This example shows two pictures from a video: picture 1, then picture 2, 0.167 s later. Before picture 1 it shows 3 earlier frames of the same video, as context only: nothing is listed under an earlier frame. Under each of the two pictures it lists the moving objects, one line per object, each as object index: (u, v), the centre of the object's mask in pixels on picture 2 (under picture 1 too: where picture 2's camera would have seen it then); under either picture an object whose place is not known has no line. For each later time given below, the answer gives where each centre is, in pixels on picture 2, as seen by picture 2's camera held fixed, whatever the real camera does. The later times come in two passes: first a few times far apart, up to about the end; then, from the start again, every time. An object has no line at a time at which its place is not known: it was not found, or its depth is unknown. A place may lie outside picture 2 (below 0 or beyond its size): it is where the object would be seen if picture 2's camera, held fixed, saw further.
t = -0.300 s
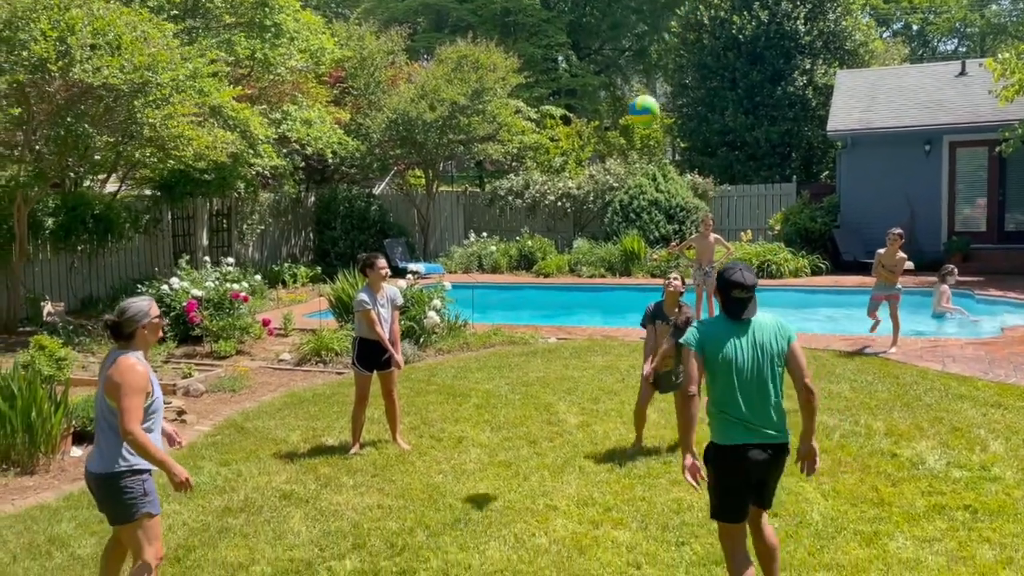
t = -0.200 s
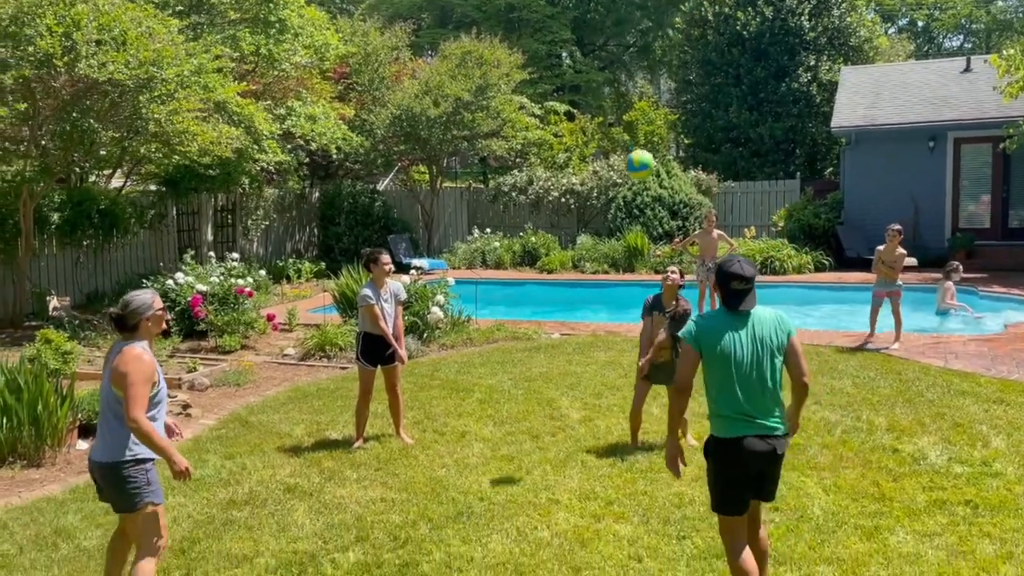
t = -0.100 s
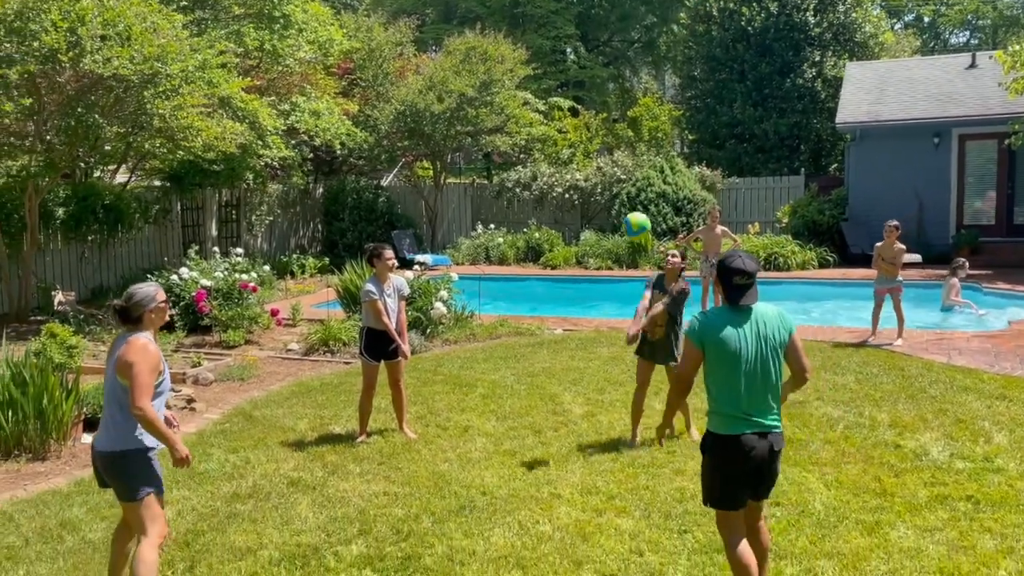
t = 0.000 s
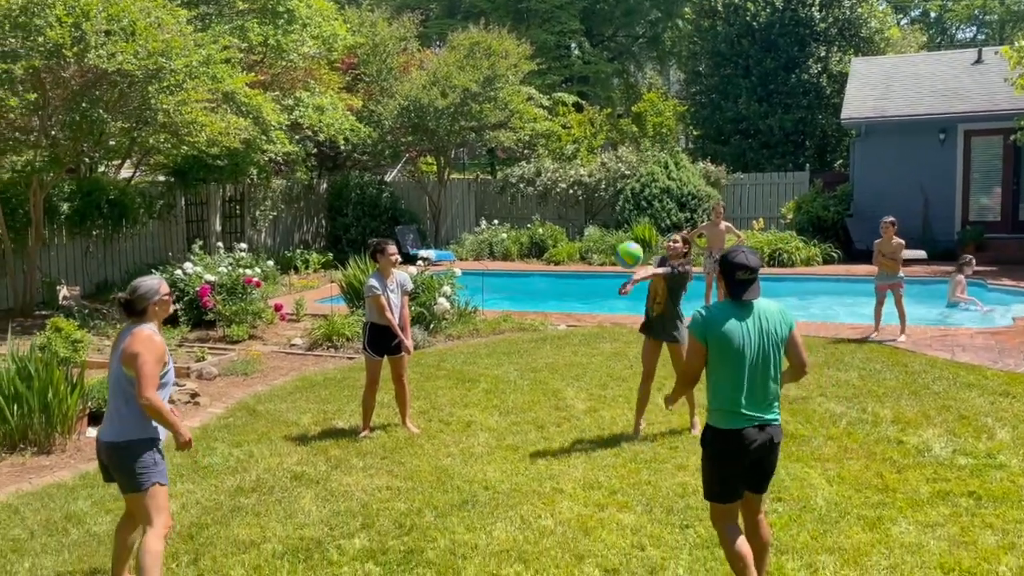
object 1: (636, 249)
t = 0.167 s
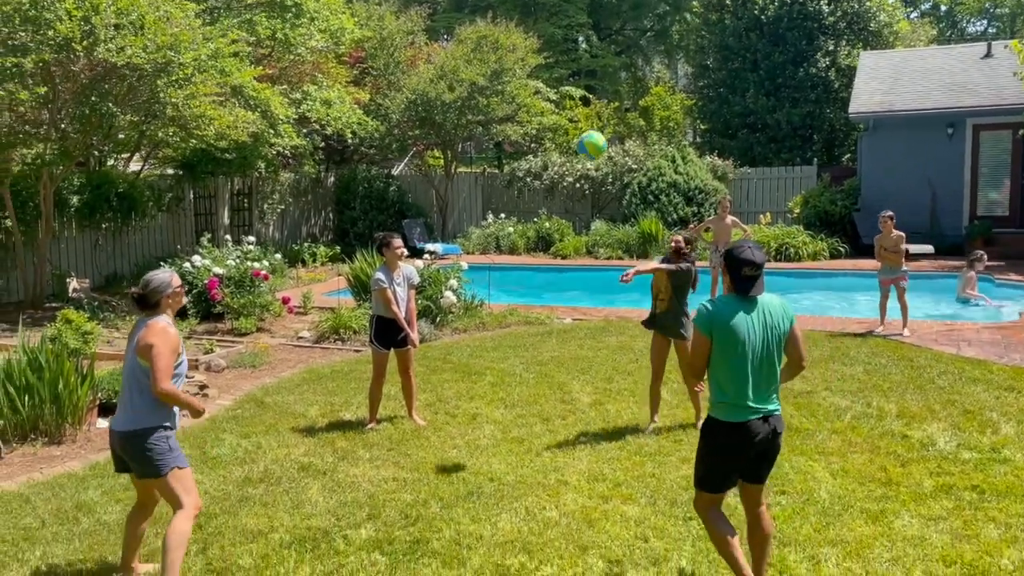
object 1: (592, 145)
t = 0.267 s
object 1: (562, 97)
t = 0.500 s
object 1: (489, 30)
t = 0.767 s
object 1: (395, 57)
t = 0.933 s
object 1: (332, 146)
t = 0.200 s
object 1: (583, 128)
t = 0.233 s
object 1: (573, 111)
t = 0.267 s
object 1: (562, 97)
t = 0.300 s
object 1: (553, 83)
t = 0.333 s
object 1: (543, 69)
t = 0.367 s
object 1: (532, 59)
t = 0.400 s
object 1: (522, 47)
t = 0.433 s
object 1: (510, 39)
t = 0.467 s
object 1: (501, 34)
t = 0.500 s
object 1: (489, 30)
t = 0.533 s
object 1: (479, 26)
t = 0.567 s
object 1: (467, 26)
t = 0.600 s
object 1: (455, 27)
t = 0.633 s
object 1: (444, 28)
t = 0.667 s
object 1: (432, 31)
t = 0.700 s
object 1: (421, 37)
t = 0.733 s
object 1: (408, 46)
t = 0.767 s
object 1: (395, 57)
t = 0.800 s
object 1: (383, 70)
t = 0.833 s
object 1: (370, 86)
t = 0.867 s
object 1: (357, 102)
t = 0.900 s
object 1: (345, 124)
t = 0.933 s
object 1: (332, 146)
